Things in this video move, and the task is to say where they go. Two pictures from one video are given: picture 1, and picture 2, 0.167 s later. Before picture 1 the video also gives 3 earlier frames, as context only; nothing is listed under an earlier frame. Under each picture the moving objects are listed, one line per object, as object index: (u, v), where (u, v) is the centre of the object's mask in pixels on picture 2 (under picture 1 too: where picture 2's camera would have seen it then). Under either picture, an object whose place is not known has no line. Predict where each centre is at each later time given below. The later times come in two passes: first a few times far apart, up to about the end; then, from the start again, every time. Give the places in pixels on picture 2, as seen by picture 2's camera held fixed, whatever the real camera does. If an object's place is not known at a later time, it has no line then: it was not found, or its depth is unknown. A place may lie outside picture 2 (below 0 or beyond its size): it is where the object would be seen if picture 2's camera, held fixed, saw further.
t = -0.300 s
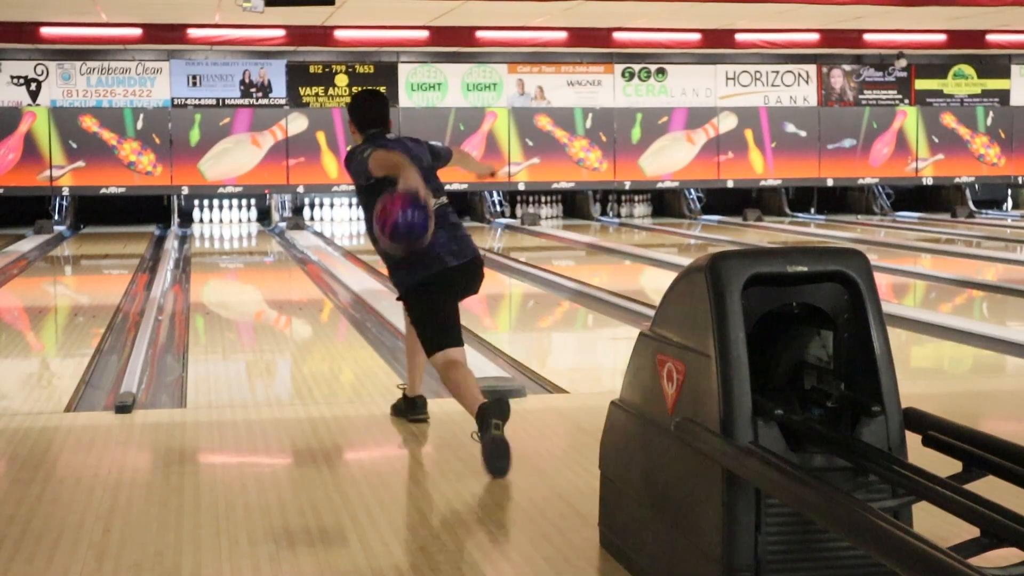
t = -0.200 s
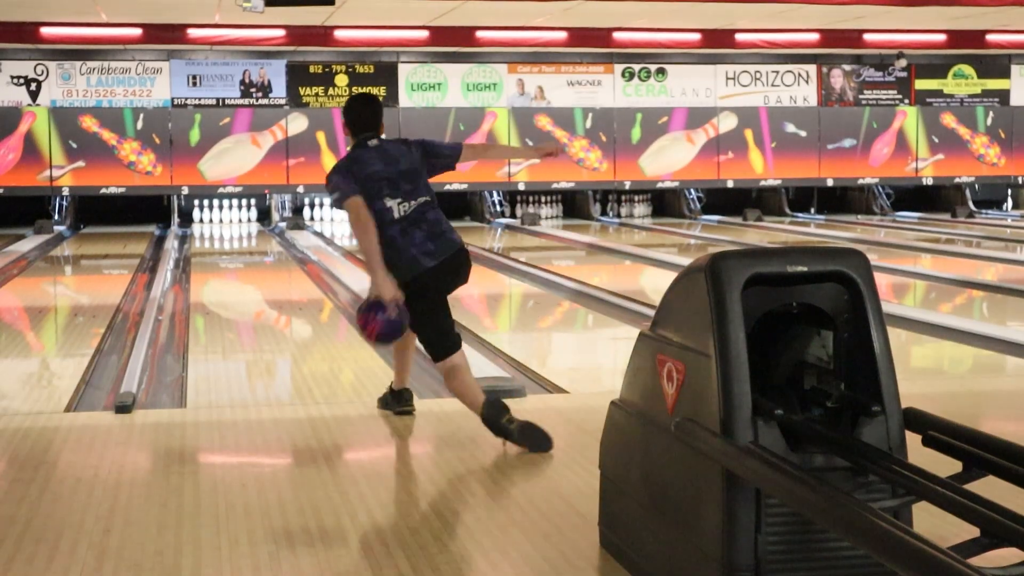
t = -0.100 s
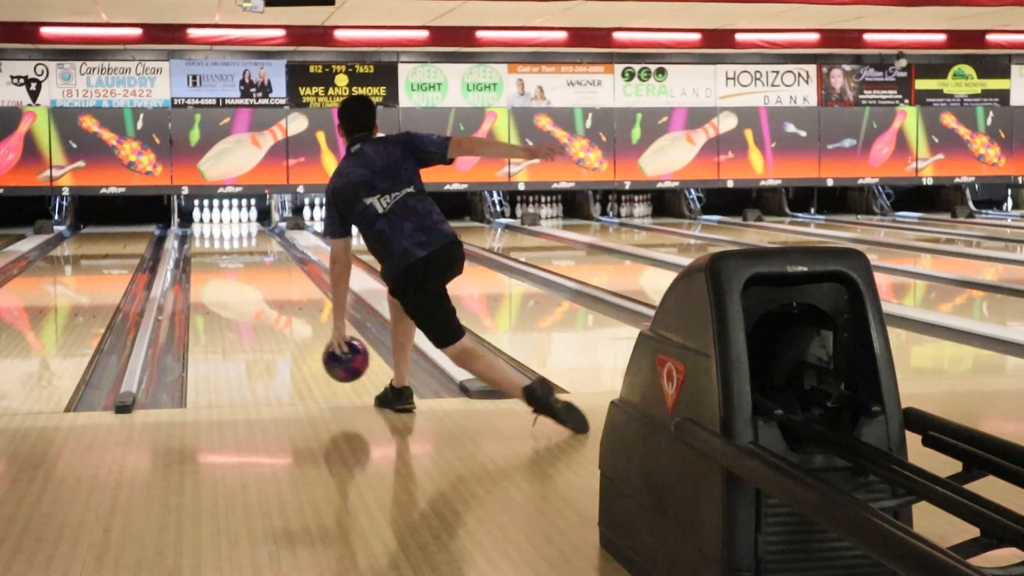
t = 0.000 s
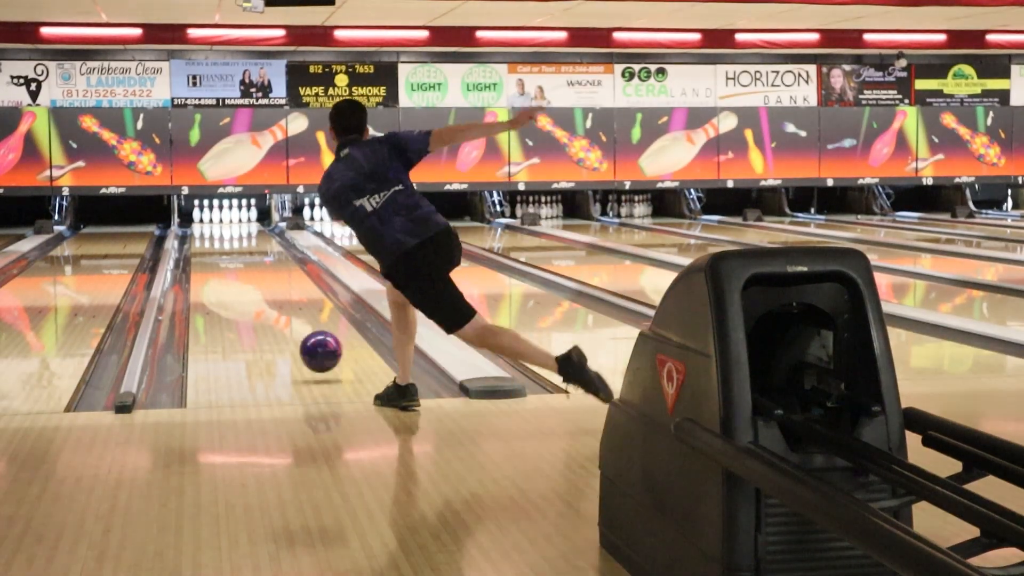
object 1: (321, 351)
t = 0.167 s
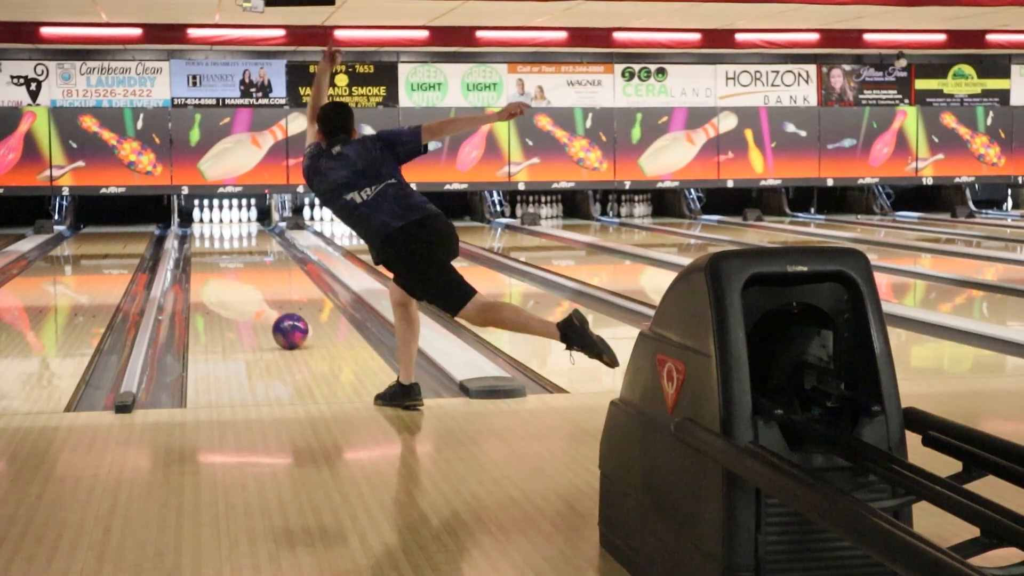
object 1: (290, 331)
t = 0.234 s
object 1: (281, 322)
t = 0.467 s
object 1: (254, 294)
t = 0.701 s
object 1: (236, 275)
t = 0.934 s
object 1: (222, 260)
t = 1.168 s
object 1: (213, 248)
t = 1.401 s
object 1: (206, 239)
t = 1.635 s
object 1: (203, 232)
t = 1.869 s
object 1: (206, 225)
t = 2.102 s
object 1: (214, 221)
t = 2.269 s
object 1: (218, 218)
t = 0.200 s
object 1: (285, 326)
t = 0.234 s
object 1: (281, 322)
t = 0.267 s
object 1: (276, 317)
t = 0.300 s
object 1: (272, 312)
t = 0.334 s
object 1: (268, 309)
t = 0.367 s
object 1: (264, 305)
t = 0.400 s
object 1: (261, 301)
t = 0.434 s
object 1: (257, 298)
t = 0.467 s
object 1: (254, 294)
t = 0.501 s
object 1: (251, 291)
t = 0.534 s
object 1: (248, 288)
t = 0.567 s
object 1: (245, 285)
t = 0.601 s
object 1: (242, 282)
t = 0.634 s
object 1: (240, 280)
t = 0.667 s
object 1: (238, 277)
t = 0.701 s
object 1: (236, 275)
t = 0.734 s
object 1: (233, 272)
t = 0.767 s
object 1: (231, 270)
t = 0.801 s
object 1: (229, 268)
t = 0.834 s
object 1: (227, 266)
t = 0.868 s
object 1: (226, 264)
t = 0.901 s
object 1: (224, 262)
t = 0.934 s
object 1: (222, 260)
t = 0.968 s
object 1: (221, 258)
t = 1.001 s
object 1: (219, 256)
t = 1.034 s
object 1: (218, 255)
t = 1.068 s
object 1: (216, 253)
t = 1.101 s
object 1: (215, 251)
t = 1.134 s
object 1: (214, 250)
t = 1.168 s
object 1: (213, 248)
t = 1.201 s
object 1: (211, 247)
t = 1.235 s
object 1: (210, 246)
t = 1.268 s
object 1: (210, 244)
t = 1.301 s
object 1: (209, 243)
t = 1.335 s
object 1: (207, 241)
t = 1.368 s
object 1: (207, 240)
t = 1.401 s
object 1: (206, 239)
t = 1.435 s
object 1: (206, 238)
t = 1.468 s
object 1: (205, 237)
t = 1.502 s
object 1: (205, 235)
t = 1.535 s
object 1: (204, 234)
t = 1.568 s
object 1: (203, 234)
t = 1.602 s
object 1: (203, 233)
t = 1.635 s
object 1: (203, 232)
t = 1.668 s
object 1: (203, 231)
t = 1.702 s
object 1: (203, 230)
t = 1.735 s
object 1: (204, 229)
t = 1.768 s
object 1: (204, 228)
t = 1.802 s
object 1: (204, 227)
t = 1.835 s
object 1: (205, 226)
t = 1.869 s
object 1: (206, 225)
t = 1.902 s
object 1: (207, 225)
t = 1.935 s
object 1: (207, 224)
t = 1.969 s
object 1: (208, 223)
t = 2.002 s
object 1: (210, 223)
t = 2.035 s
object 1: (211, 222)
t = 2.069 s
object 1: (212, 221)
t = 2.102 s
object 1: (214, 221)
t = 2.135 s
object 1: (215, 220)
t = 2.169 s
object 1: (216, 219)
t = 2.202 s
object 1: (218, 219)
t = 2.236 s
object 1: (219, 218)
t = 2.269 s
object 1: (218, 218)
